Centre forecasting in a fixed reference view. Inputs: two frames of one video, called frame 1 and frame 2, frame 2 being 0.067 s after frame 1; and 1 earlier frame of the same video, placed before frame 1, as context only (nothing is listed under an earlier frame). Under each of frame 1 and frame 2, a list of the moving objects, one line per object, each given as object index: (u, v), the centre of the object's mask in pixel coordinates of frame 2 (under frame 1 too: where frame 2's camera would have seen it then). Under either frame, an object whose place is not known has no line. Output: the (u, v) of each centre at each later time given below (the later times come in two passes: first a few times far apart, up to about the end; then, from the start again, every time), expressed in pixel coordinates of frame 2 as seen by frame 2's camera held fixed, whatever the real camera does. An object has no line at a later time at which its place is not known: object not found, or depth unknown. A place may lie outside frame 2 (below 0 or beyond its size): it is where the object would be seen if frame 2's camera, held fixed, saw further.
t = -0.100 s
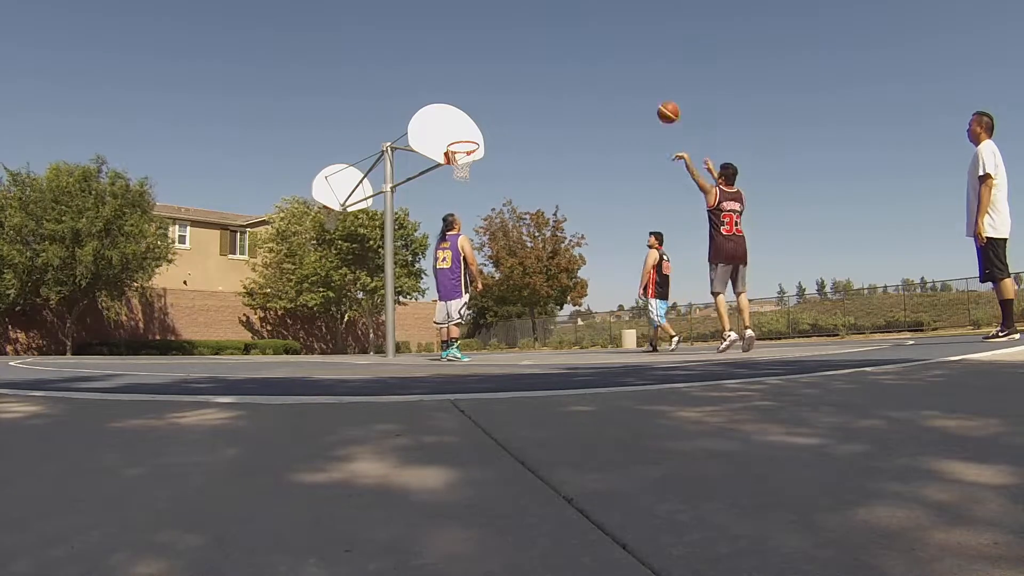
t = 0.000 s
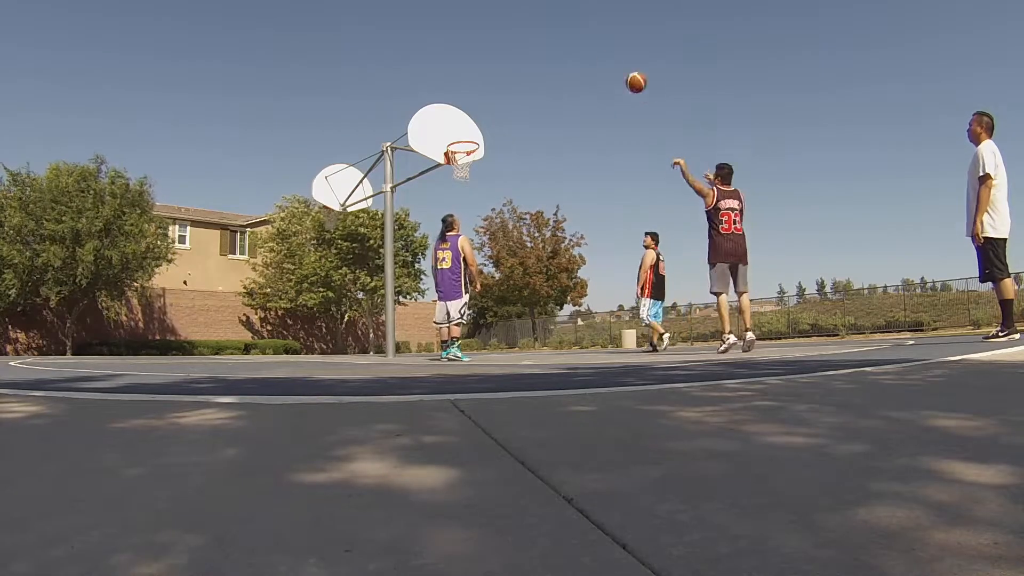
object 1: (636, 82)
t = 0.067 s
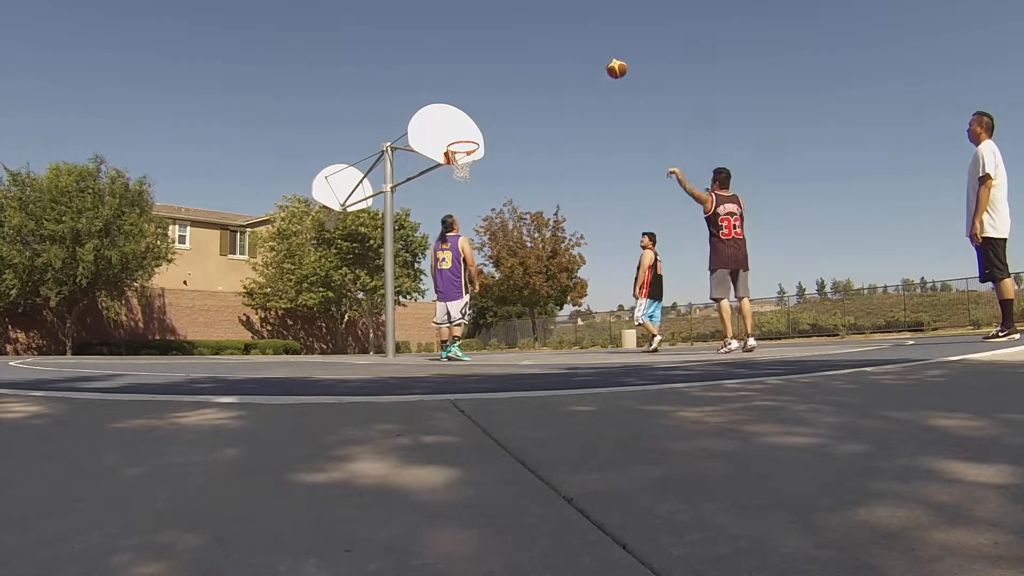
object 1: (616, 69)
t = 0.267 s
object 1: (566, 49)
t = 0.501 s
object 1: (518, 62)
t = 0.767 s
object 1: (471, 115)
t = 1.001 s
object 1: (455, 147)
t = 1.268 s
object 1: (462, 149)
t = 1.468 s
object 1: (466, 169)
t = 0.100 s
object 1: (607, 63)
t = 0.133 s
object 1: (599, 59)
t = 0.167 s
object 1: (590, 55)
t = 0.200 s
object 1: (582, 52)
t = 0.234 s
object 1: (574, 50)
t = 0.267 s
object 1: (566, 49)
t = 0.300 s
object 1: (558, 50)
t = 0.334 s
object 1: (551, 49)
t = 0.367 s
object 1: (544, 51)
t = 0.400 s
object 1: (537, 52)
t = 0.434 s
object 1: (529, 55)
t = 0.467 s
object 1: (524, 58)
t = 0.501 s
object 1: (518, 62)
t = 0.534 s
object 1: (511, 67)
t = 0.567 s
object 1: (505, 72)
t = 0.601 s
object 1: (499, 77)
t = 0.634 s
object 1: (493, 84)
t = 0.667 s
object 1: (487, 91)
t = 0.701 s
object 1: (482, 98)
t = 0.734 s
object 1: (476, 106)
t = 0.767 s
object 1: (471, 115)
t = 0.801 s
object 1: (466, 124)
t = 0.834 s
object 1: (461, 134)
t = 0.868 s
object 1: (455, 145)
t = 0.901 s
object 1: (462, 147)
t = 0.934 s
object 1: (471, 146)
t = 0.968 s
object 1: (463, 146)
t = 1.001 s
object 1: (455, 147)
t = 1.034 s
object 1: (461, 147)
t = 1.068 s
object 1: (468, 147)
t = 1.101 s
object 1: (468, 147)
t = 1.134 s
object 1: (465, 146)
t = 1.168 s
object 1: (461, 145)
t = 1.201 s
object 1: (460, 145)
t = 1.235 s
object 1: (460, 147)
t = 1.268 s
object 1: (462, 149)
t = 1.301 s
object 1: (463, 152)
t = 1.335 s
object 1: (464, 154)
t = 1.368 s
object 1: (465, 156)
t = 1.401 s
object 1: (465, 159)
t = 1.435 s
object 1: (465, 164)
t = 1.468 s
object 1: (466, 169)
